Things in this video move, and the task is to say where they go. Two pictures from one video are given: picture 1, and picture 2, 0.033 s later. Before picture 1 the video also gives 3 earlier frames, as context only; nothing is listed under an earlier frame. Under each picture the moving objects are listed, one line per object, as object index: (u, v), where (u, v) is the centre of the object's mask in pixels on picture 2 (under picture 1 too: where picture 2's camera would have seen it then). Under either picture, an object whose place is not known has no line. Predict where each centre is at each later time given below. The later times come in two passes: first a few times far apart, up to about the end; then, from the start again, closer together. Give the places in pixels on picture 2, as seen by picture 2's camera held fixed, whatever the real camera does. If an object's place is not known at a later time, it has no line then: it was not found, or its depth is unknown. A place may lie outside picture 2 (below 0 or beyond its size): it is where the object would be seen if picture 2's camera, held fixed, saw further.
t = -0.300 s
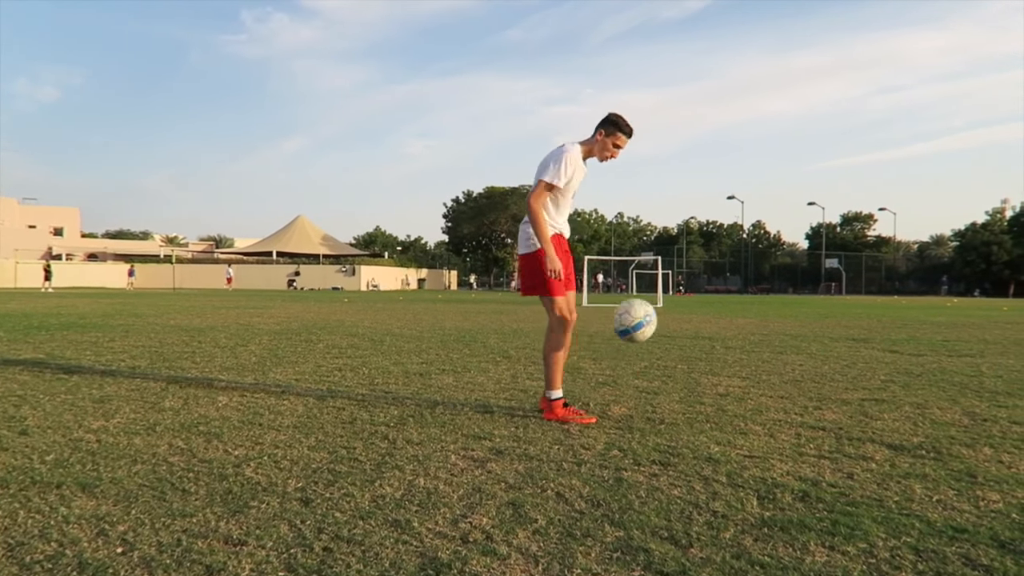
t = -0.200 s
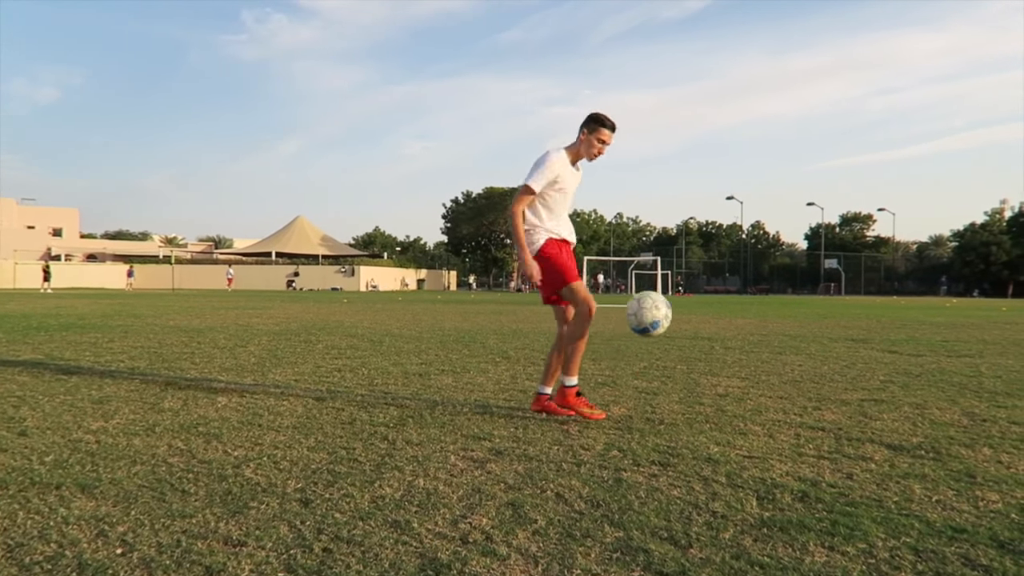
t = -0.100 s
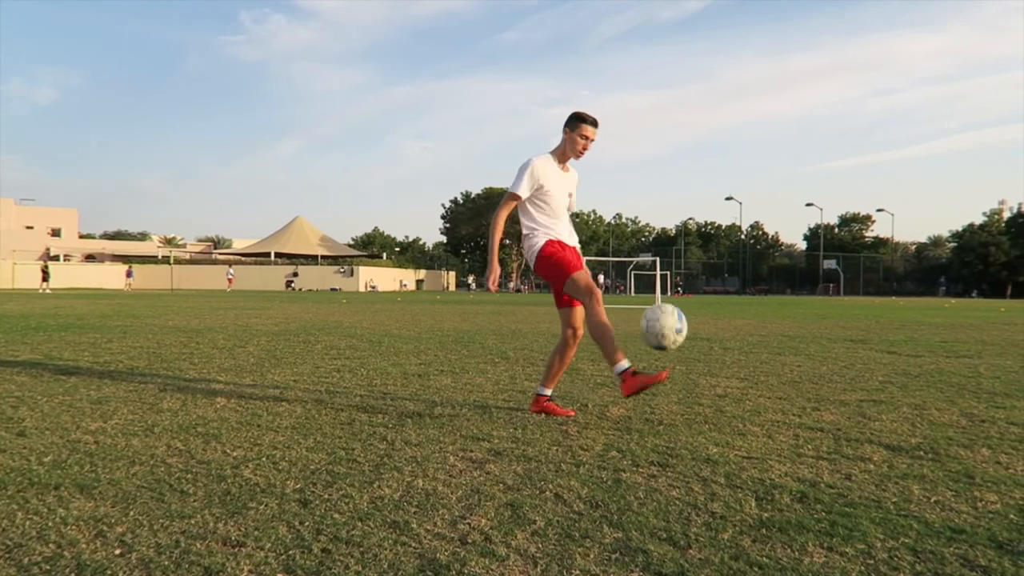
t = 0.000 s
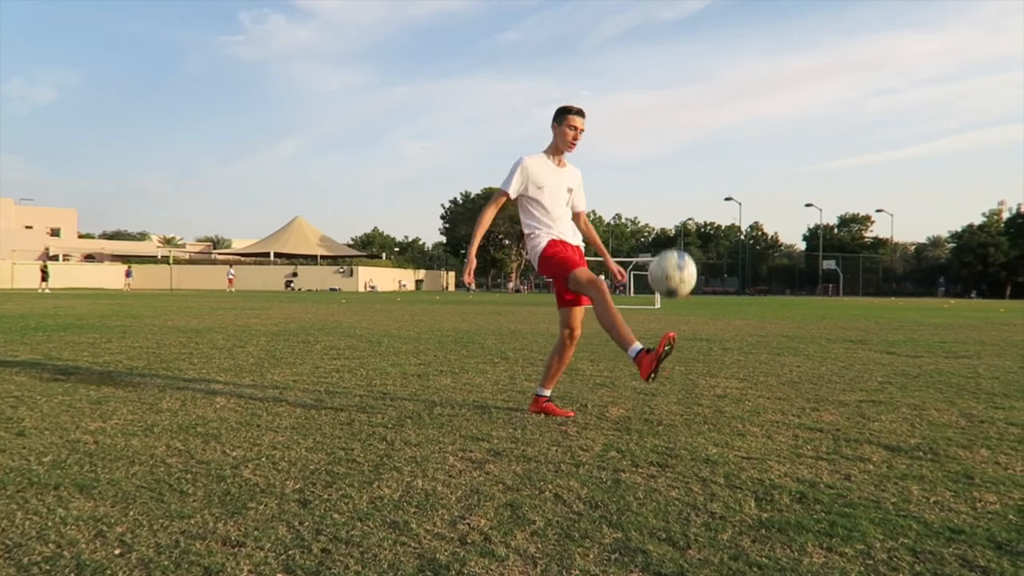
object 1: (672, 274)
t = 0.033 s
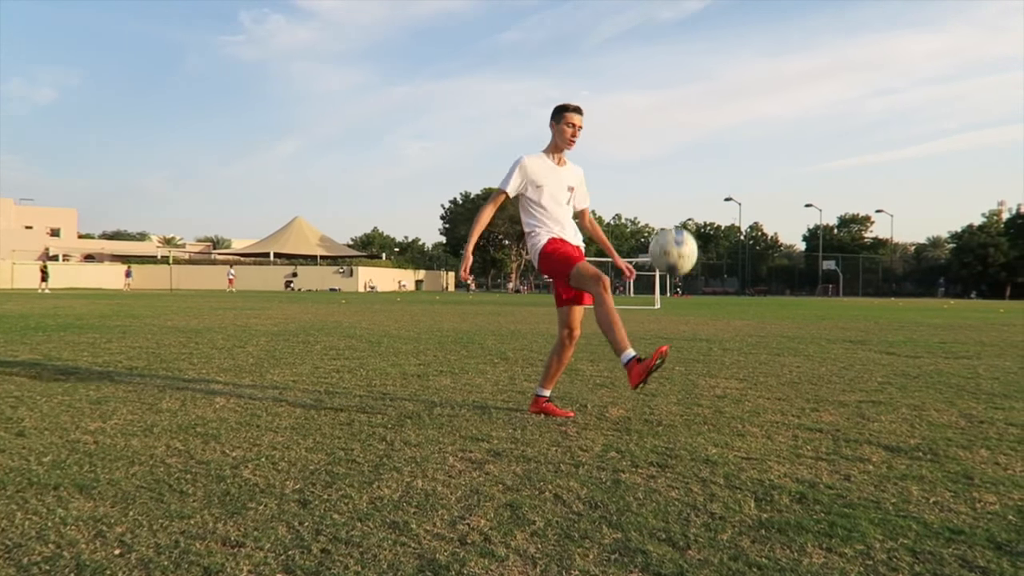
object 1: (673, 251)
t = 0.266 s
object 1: (679, 156)
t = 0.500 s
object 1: (683, 171)
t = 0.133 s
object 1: (676, 197)
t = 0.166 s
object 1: (676, 184)
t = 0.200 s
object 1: (678, 172)
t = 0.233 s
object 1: (678, 162)
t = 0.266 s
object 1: (679, 156)
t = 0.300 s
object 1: (680, 151)
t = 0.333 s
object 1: (680, 149)
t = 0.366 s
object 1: (681, 149)
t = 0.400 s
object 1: (681, 151)
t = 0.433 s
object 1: (682, 156)
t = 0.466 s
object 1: (682, 162)
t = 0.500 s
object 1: (683, 171)
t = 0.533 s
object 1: (683, 183)
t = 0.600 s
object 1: (684, 214)
